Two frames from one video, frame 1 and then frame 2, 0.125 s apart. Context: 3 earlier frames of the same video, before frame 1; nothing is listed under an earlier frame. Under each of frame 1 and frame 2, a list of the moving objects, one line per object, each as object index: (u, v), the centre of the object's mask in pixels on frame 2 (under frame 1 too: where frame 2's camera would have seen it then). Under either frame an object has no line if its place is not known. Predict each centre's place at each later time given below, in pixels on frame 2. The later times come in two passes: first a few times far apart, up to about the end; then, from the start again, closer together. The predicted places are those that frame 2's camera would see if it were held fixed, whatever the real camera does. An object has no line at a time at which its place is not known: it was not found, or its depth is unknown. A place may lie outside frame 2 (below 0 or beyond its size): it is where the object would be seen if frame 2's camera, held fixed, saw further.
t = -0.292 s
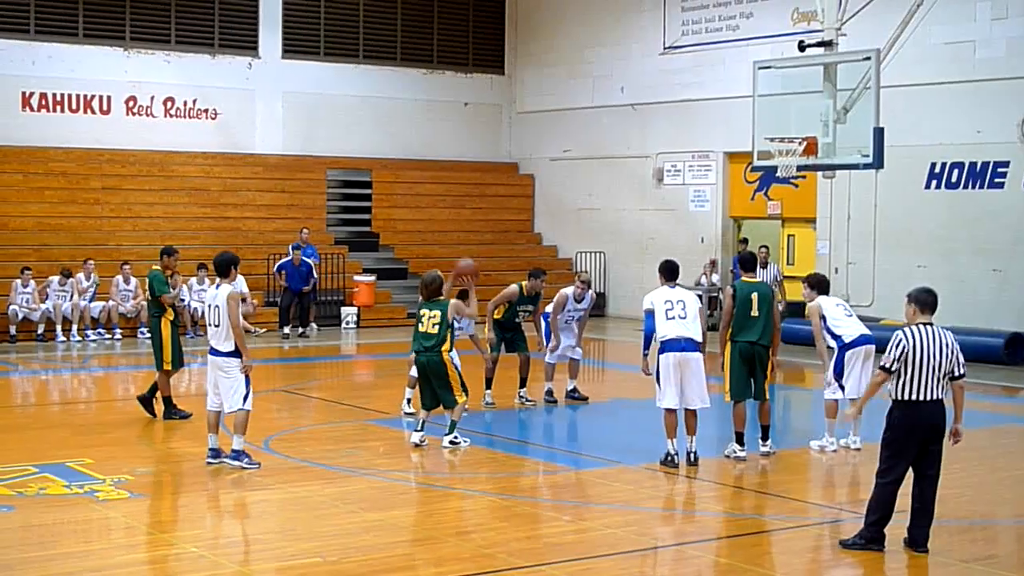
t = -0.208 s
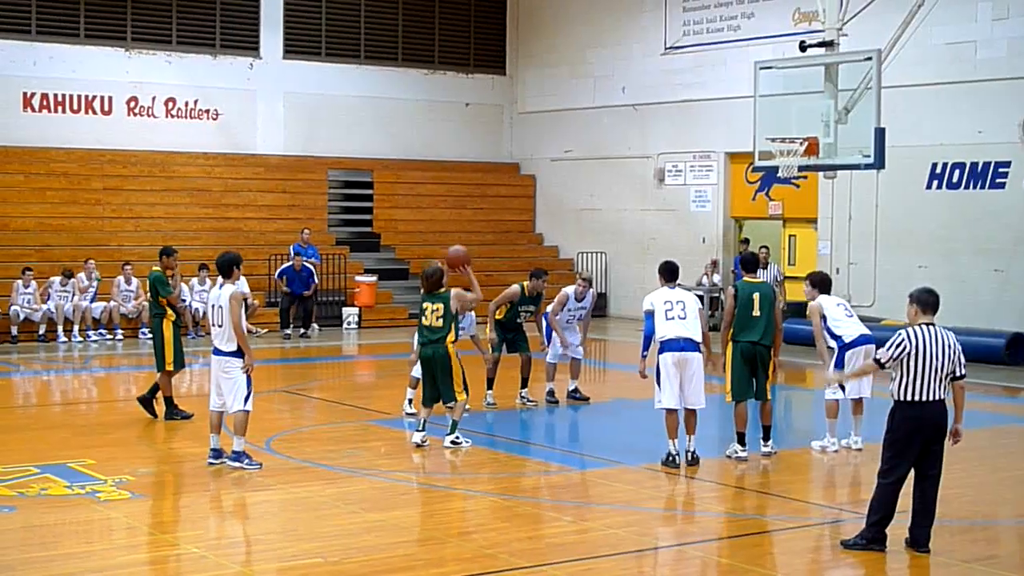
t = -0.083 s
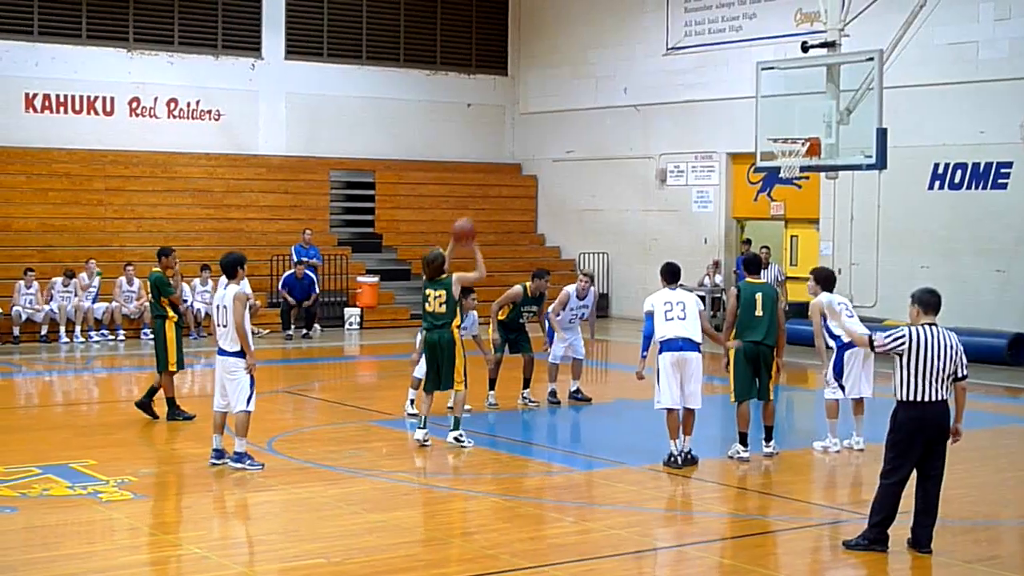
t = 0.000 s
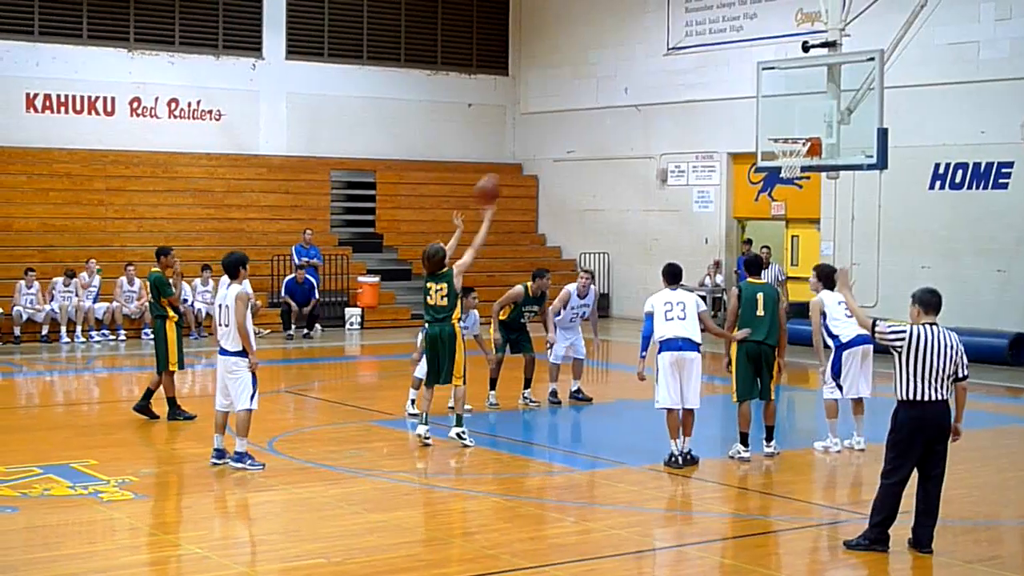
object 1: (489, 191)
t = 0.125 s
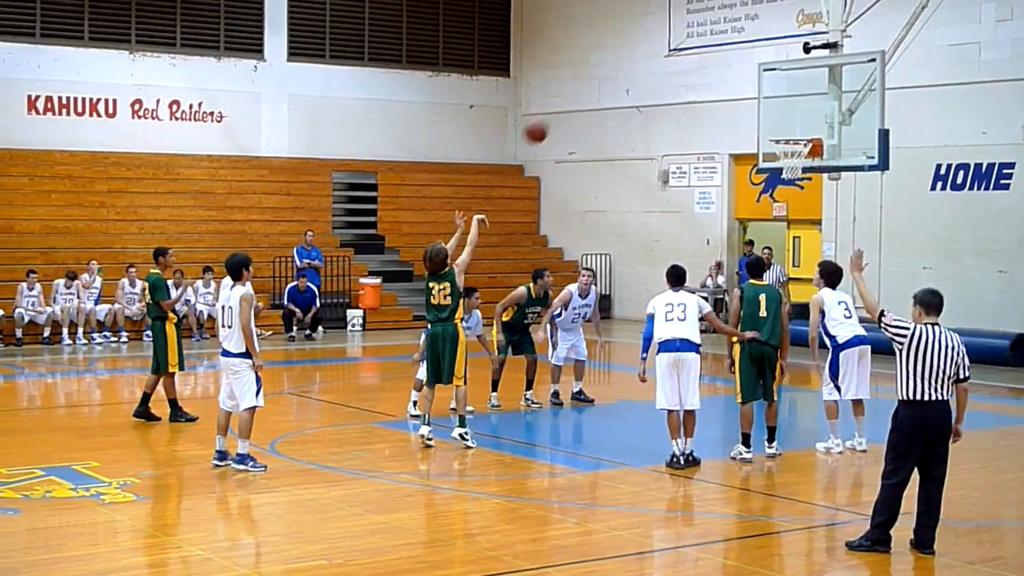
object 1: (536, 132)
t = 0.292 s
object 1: (594, 79)
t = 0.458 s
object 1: (649, 56)
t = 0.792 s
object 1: (749, 90)
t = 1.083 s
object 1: (807, 162)
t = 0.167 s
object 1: (550, 116)
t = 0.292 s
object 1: (594, 79)
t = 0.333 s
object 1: (608, 71)
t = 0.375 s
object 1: (622, 65)
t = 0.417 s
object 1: (635, 59)
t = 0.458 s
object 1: (649, 56)
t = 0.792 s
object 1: (749, 90)
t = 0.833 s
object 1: (760, 102)
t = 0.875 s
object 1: (772, 114)
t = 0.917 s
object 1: (783, 128)
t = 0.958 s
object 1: (793, 138)
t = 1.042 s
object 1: (808, 154)
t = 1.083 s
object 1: (807, 162)
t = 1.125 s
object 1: (805, 165)
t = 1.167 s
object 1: (804, 169)
